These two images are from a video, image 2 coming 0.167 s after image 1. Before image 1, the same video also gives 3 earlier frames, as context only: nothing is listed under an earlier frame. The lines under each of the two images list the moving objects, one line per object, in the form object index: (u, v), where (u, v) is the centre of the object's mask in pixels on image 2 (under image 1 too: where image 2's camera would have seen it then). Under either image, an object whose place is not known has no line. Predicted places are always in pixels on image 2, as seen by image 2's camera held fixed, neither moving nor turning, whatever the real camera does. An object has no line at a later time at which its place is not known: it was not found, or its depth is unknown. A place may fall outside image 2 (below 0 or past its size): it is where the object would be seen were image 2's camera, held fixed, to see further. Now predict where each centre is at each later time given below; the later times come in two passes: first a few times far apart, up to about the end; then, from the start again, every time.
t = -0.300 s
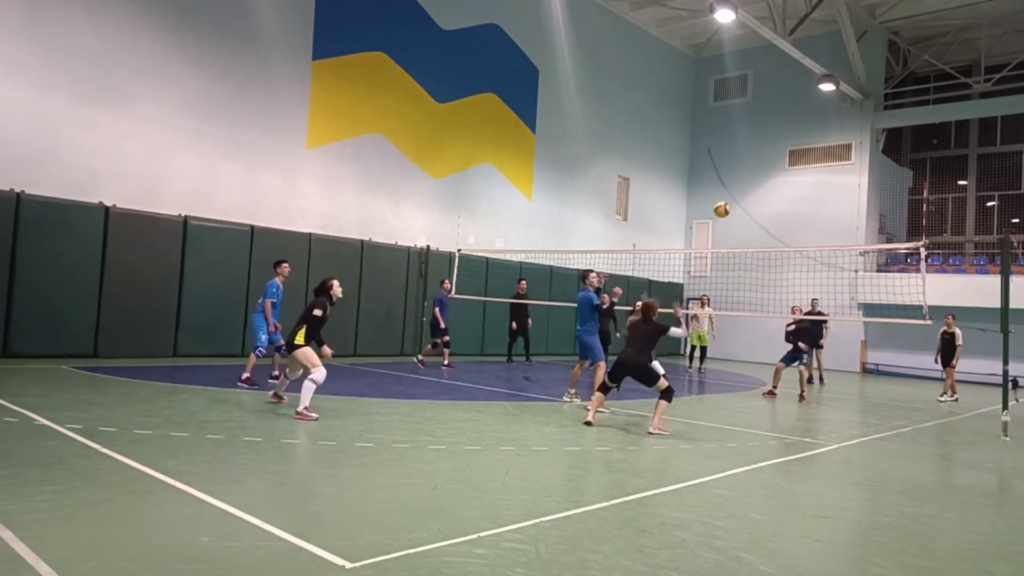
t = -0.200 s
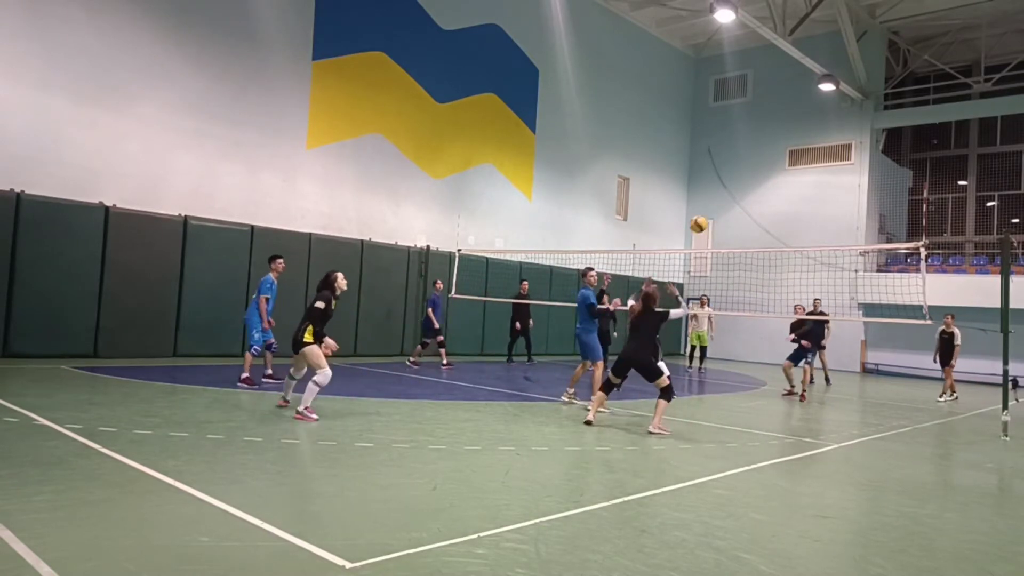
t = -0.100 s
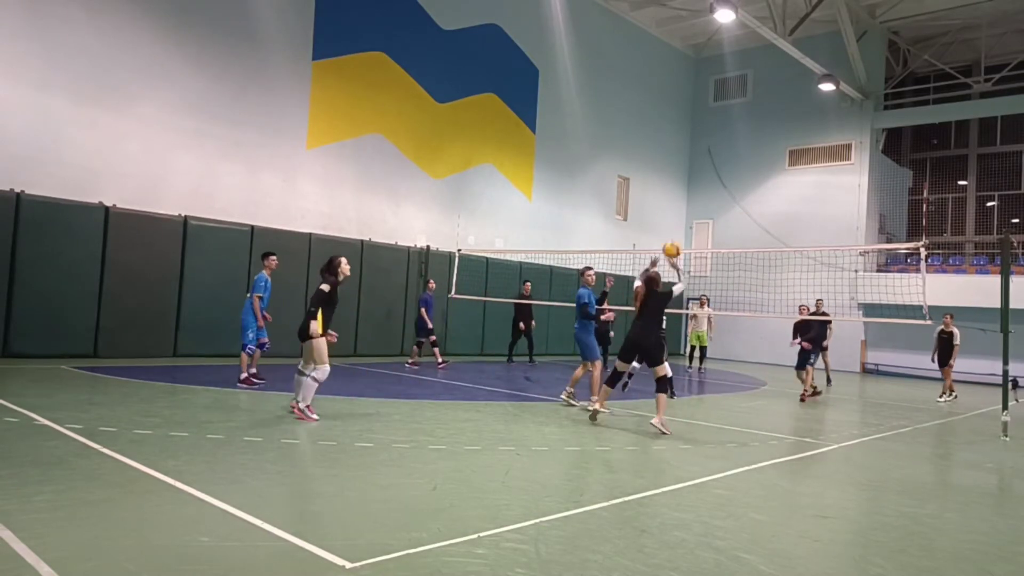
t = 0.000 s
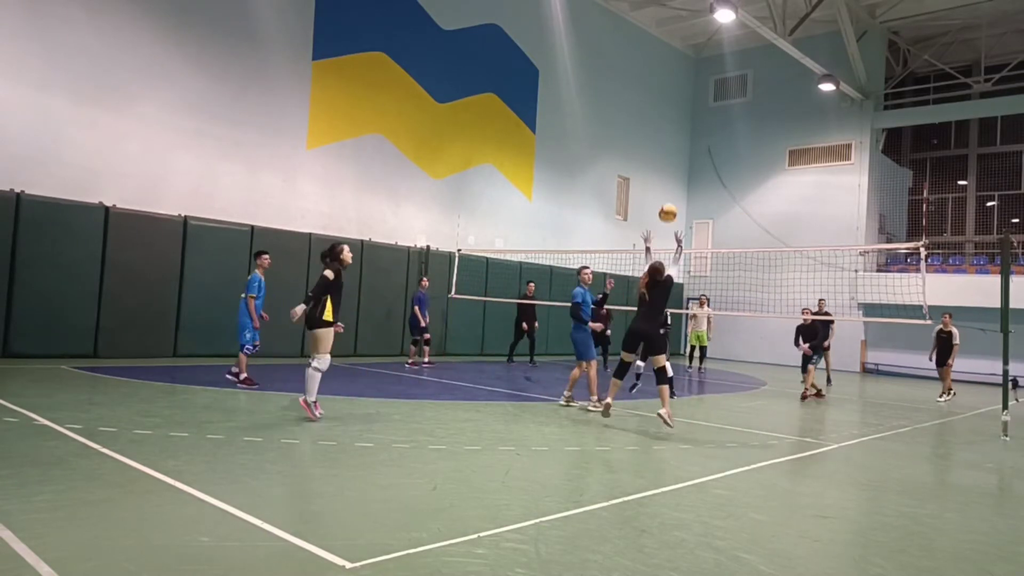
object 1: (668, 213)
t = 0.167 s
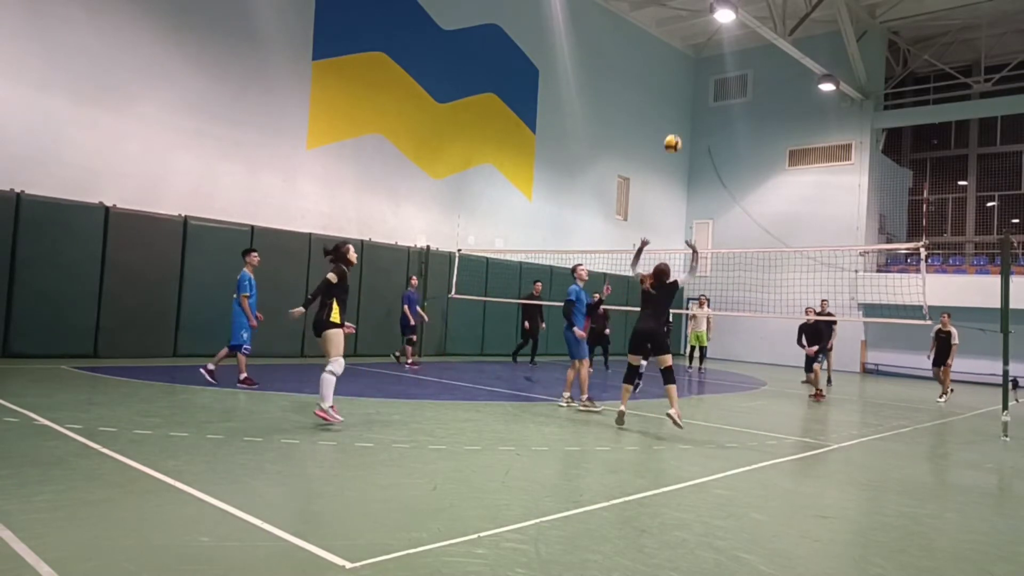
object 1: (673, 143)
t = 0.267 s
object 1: (675, 116)
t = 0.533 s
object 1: (679, 85)
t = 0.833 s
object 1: (680, 109)
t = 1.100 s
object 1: (679, 174)
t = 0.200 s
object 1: (674, 133)
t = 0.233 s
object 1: (674, 124)
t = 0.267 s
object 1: (675, 116)
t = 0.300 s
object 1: (676, 109)
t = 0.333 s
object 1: (676, 103)
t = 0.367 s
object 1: (676, 97)
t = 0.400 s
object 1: (677, 93)
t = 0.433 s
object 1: (678, 90)
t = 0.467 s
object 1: (678, 87)
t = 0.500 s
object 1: (679, 86)
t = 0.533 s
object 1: (679, 85)
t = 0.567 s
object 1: (679, 85)
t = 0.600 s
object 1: (679, 85)
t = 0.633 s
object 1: (680, 86)
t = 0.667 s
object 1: (680, 88)
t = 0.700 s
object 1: (680, 91)
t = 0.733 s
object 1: (680, 95)
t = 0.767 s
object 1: (680, 99)
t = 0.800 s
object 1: (680, 104)
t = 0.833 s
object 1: (680, 109)
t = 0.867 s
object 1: (680, 115)
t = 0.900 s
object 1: (680, 122)
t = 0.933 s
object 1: (680, 129)
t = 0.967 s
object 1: (680, 137)
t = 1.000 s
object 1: (680, 145)
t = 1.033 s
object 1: (680, 154)
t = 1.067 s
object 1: (679, 164)
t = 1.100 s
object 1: (679, 174)
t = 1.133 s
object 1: (679, 184)
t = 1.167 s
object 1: (679, 196)
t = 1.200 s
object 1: (679, 207)
